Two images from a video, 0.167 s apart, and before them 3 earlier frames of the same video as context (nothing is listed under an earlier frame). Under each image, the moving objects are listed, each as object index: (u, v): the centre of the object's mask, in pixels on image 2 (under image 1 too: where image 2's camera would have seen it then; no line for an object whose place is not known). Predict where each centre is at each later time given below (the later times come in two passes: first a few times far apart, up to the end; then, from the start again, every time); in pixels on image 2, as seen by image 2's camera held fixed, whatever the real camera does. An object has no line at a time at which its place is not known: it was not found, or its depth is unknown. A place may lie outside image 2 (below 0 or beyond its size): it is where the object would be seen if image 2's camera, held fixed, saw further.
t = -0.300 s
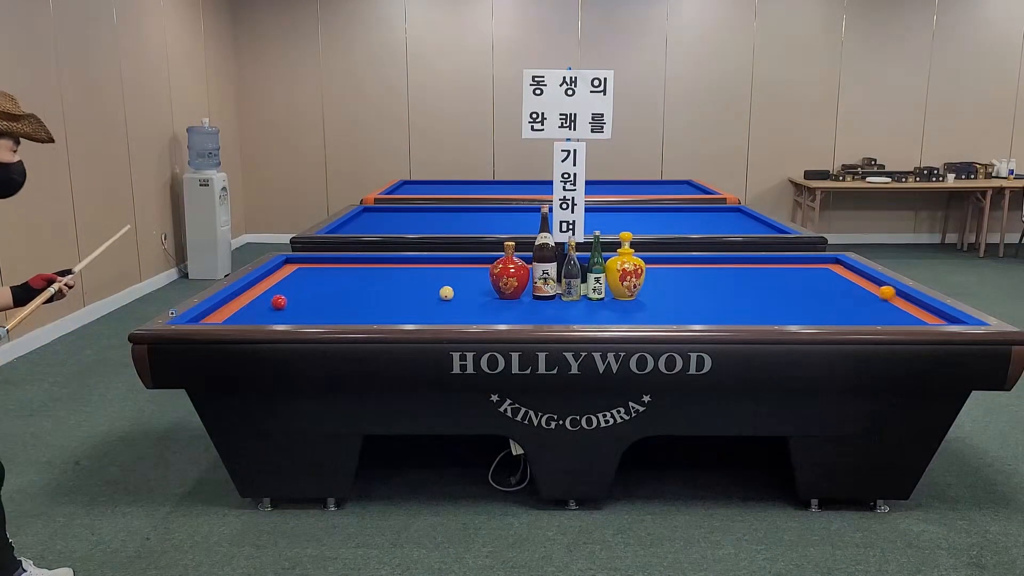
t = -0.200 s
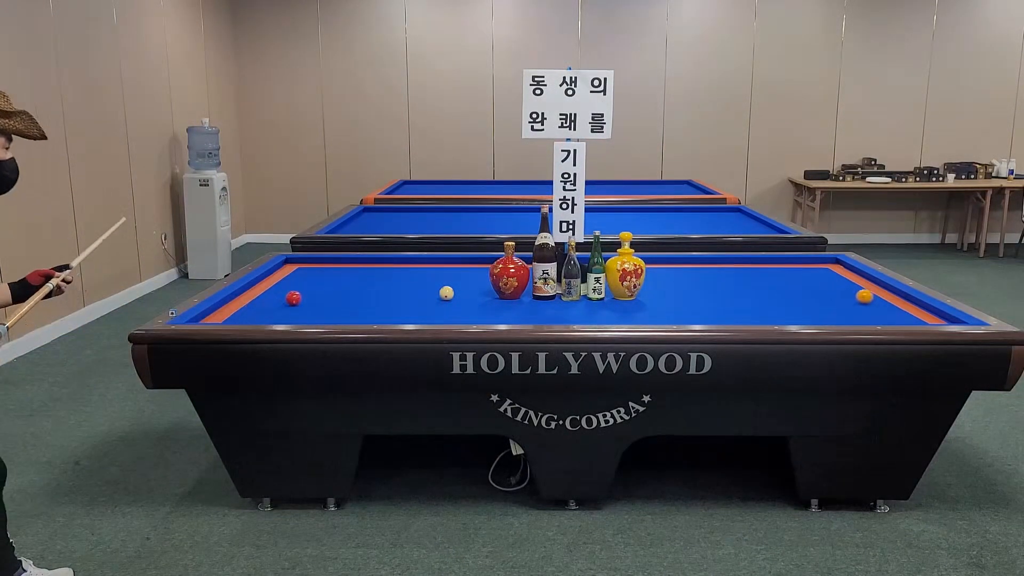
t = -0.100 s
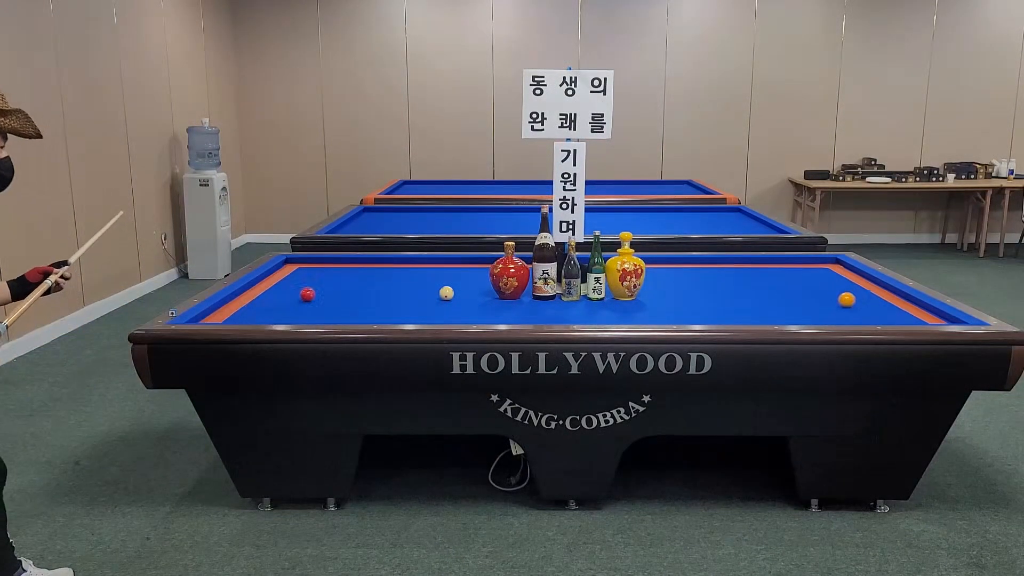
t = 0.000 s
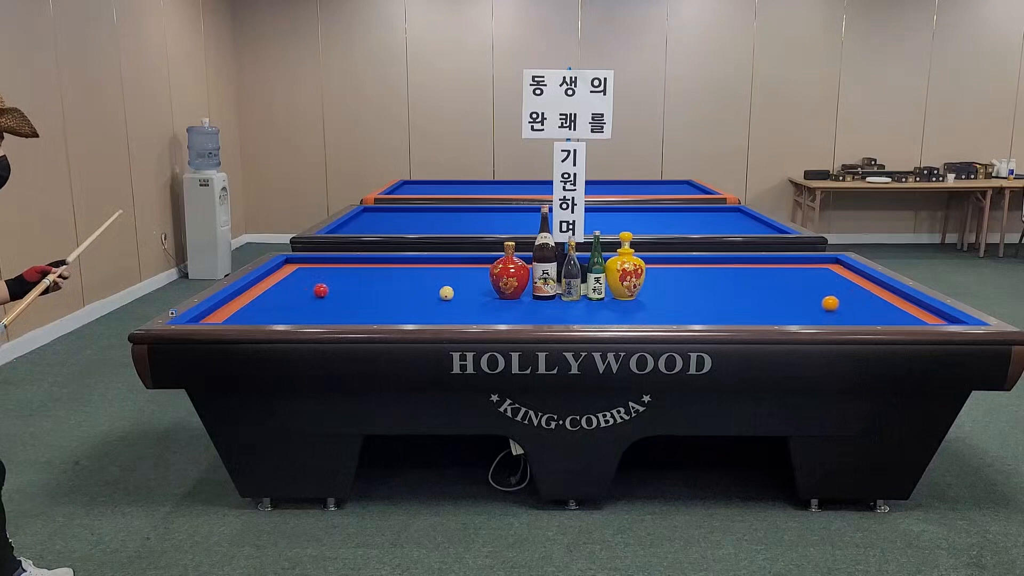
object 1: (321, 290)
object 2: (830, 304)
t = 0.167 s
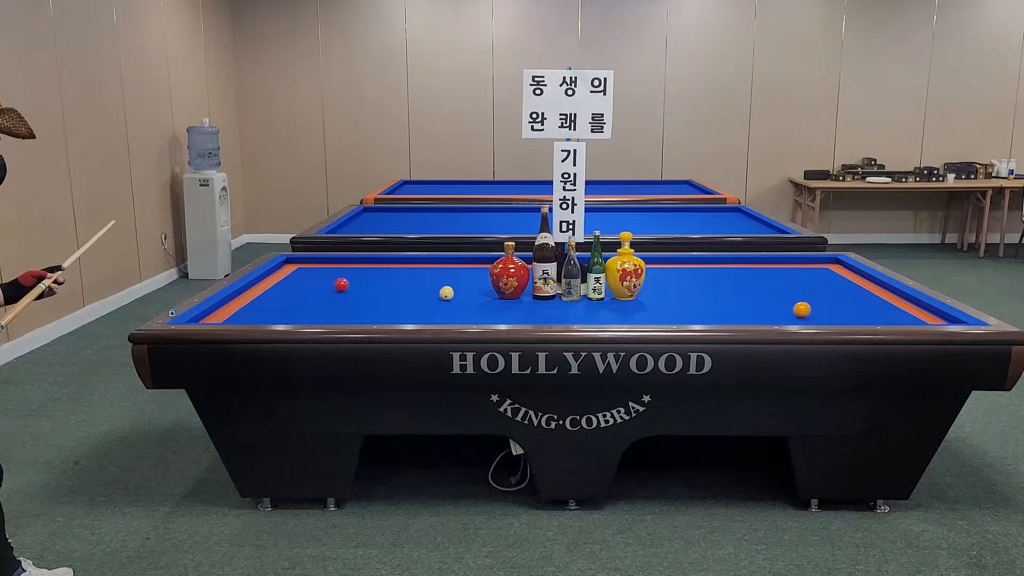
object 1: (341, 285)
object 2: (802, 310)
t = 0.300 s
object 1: (357, 280)
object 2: (778, 315)
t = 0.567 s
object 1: (386, 273)
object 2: (724, 319)
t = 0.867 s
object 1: (414, 265)
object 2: (658, 314)
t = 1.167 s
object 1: (436, 260)
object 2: (597, 308)
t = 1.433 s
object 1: (444, 263)
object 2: (547, 303)
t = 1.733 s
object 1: (452, 267)
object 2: (495, 298)
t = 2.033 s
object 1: (461, 271)
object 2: (460, 292)
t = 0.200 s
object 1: (345, 284)
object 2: (796, 311)
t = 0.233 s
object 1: (349, 282)
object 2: (790, 313)
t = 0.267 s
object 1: (353, 281)
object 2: (784, 314)
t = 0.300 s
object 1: (357, 280)
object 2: (778, 315)
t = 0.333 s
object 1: (360, 279)
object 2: (772, 316)
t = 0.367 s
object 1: (365, 278)
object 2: (765, 317)
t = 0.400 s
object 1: (368, 277)
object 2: (759, 318)
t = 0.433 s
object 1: (371, 276)
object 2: (753, 319)
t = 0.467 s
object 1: (375, 275)
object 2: (747, 319)
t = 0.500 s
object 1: (378, 274)
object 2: (740, 320)
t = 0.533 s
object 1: (382, 273)
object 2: (732, 319)
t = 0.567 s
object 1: (386, 273)
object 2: (724, 319)
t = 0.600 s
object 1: (389, 271)
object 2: (716, 319)
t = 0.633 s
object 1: (392, 271)
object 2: (709, 318)
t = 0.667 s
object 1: (395, 270)
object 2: (701, 318)
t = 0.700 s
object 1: (399, 269)
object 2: (694, 317)
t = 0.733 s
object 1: (402, 268)
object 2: (687, 317)
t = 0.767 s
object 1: (405, 267)
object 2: (679, 316)
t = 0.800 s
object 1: (408, 266)
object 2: (672, 315)
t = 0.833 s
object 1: (411, 265)
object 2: (665, 315)
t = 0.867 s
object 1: (414, 265)
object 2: (658, 314)
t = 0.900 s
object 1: (417, 264)
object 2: (651, 314)
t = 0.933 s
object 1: (420, 263)
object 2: (644, 313)
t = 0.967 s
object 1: (423, 262)
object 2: (637, 312)
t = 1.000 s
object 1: (426, 261)
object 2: (630, 312)
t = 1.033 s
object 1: (429, 261)
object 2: (623, 311)
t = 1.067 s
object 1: (432, 260)
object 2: (617, 310)
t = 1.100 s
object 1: (434, 259)
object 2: (610, 309)
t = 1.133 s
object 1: (435, 260)
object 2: (604, 309)
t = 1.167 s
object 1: (436, 260)
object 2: (597, 308)
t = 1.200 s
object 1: (437, 260)
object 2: (591, 307)
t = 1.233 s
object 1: (438, 261)
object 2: (584, 307)
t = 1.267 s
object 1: (438, 261)
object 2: (578, 306)
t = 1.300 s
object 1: (440, 261)
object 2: (571, 305)
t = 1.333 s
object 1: (441, 262)
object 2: (566, 305)
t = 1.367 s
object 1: (442, 262)
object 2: (559, 304)
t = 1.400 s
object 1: (442, 263)
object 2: (553, 304)
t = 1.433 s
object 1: (444, 263)
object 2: (547, 303)
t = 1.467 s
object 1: (445, 263)
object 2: (541, 302)
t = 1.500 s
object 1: (445, 264)
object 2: (536, 302)
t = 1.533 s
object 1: (447, 264)
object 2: (529, 301)
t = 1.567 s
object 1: (447, 265)
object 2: (524, 300)
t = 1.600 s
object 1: (448, 265)
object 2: (518, 299)
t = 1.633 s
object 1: (449, 265)
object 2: (512, 299)
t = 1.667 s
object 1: (450, 266)
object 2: (506, 298)
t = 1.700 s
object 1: (451, 266)
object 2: (500, 298)
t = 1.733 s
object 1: (452, 267)
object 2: (495, 298)
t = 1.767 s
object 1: (453, 267)
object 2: (489, 297)
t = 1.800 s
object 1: (454, 267)
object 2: (484, 296)
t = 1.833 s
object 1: (455, 268)
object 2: (478, 296)
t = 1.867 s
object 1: (456, 268)
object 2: (473, 295)
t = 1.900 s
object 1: (457, 269)
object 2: (468, 294)
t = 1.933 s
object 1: (458, 269)
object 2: (462, 294)
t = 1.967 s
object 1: (459, 270)
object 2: (461, 293)
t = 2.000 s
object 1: (460, 270)
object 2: (460, 293)
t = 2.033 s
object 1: (461, 271)
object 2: (460, 292)
